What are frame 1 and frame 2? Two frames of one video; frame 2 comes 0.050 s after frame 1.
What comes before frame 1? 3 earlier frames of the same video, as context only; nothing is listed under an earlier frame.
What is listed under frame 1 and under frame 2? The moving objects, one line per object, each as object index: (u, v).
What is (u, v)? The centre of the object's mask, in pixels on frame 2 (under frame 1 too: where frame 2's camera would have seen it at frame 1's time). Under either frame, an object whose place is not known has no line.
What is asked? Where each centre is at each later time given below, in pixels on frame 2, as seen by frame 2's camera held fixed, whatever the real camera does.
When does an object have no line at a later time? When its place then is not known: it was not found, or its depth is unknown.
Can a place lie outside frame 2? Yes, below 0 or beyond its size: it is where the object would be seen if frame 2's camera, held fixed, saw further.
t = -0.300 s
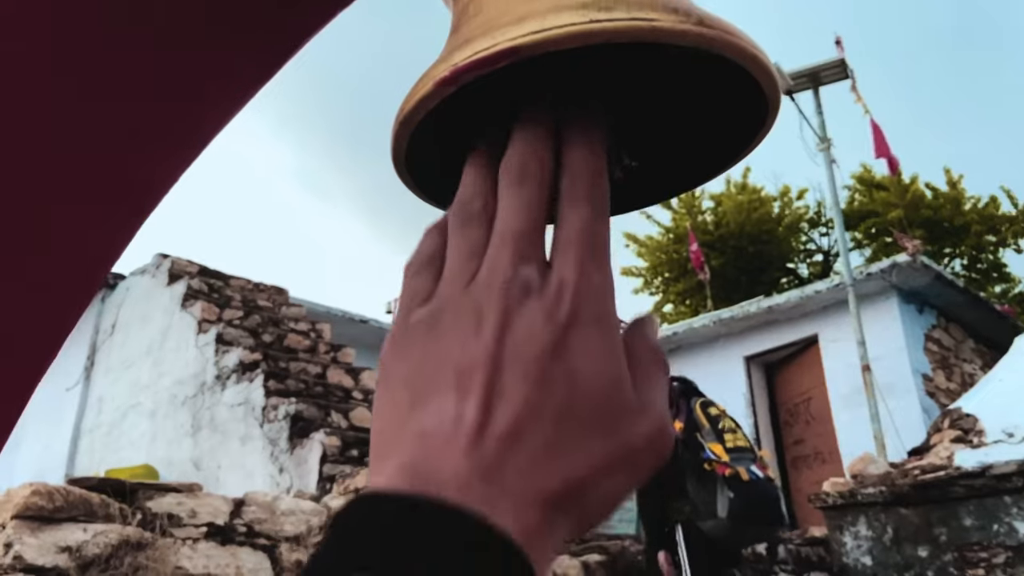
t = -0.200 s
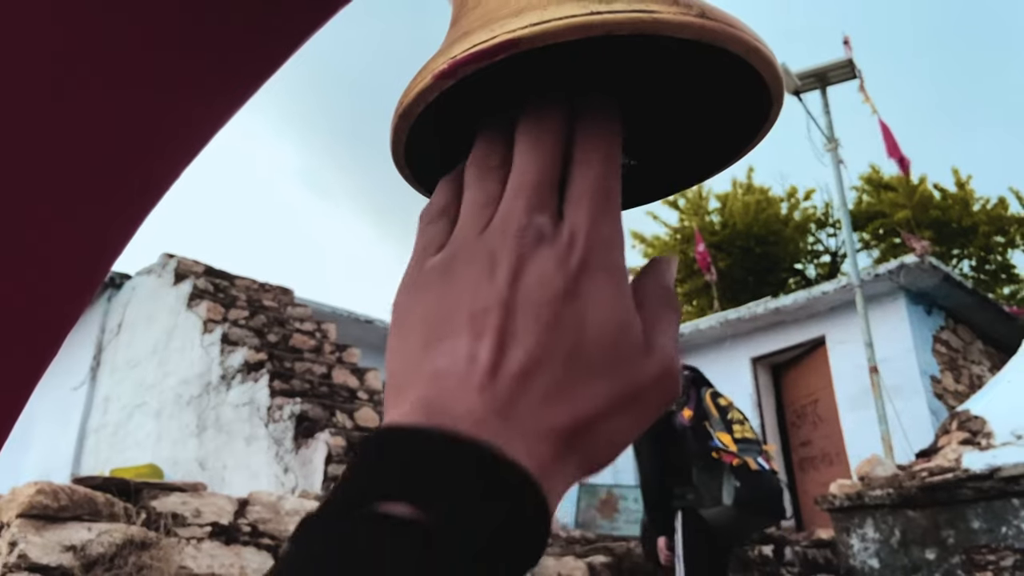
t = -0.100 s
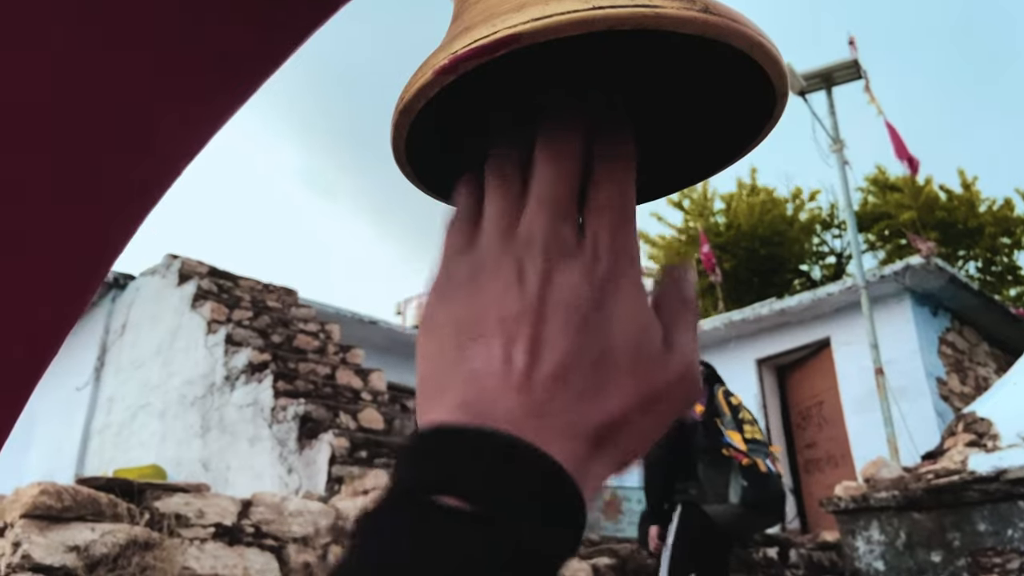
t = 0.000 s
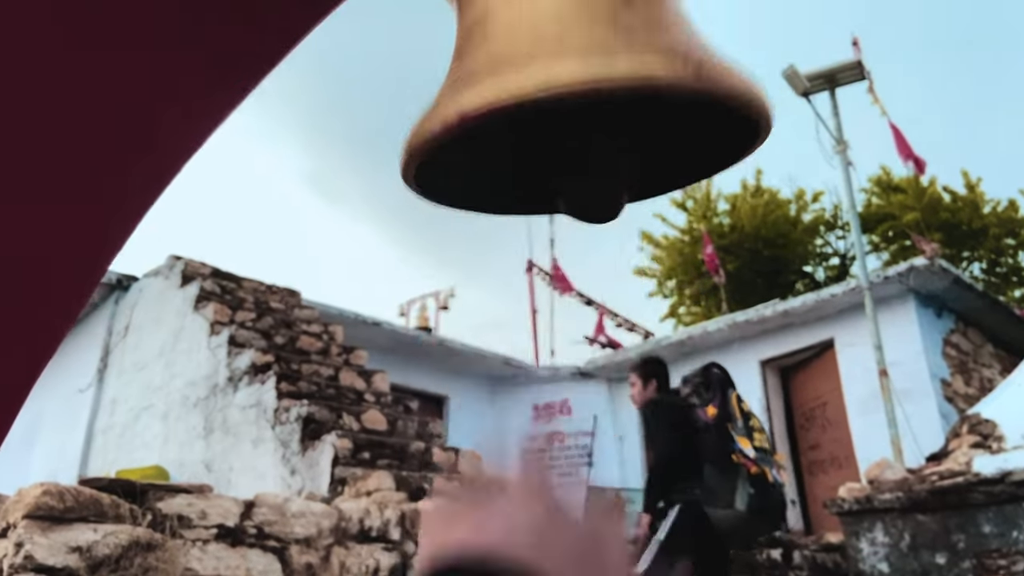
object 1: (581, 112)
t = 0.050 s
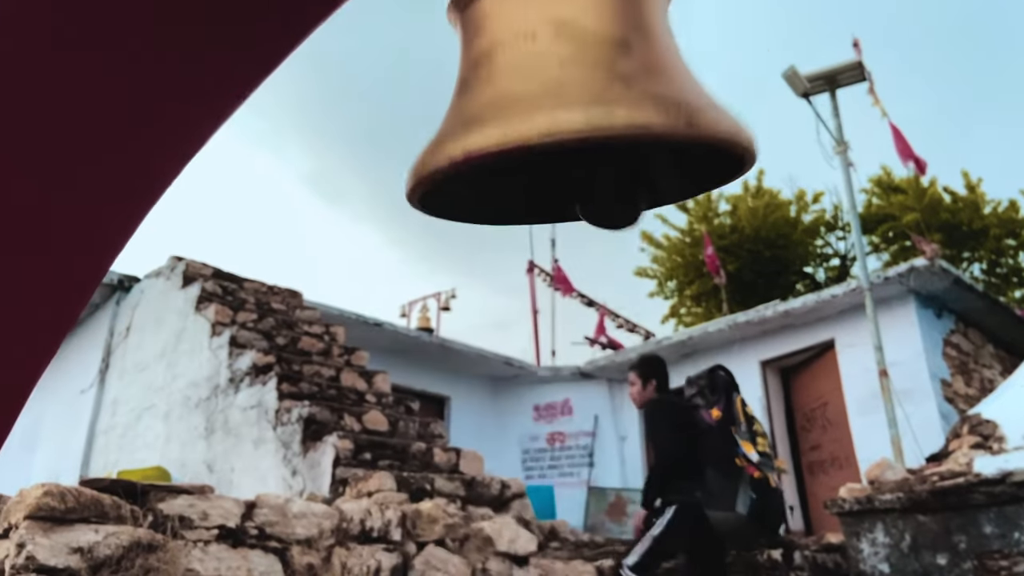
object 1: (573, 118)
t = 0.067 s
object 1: (572, 119)
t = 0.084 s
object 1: (572, 120)
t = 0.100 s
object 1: (572, 120)
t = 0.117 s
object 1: (574, 119)
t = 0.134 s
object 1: (575, 117)
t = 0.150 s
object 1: (576, 116)
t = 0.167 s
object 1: (579, 115)
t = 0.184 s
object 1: (581, 113)
